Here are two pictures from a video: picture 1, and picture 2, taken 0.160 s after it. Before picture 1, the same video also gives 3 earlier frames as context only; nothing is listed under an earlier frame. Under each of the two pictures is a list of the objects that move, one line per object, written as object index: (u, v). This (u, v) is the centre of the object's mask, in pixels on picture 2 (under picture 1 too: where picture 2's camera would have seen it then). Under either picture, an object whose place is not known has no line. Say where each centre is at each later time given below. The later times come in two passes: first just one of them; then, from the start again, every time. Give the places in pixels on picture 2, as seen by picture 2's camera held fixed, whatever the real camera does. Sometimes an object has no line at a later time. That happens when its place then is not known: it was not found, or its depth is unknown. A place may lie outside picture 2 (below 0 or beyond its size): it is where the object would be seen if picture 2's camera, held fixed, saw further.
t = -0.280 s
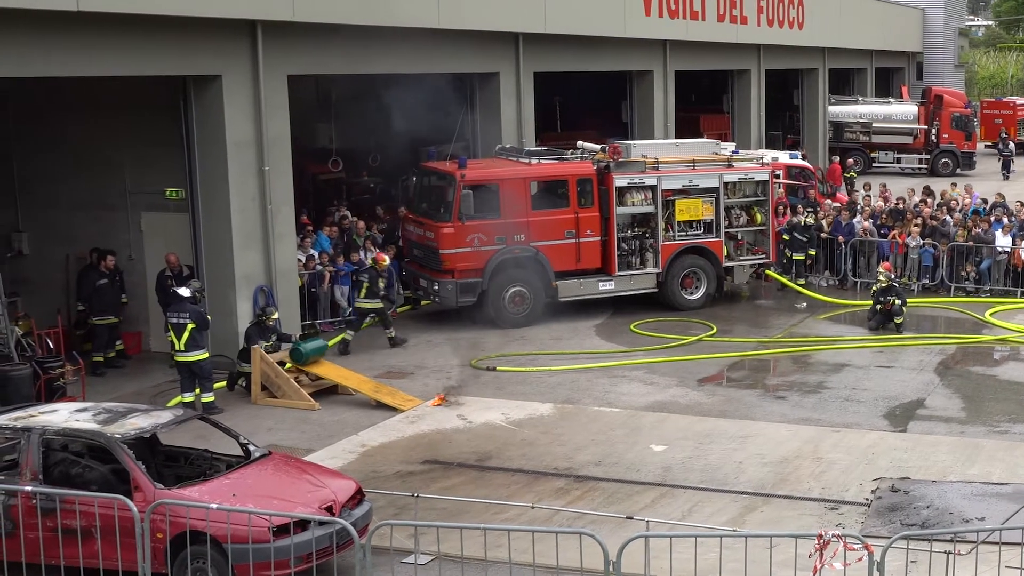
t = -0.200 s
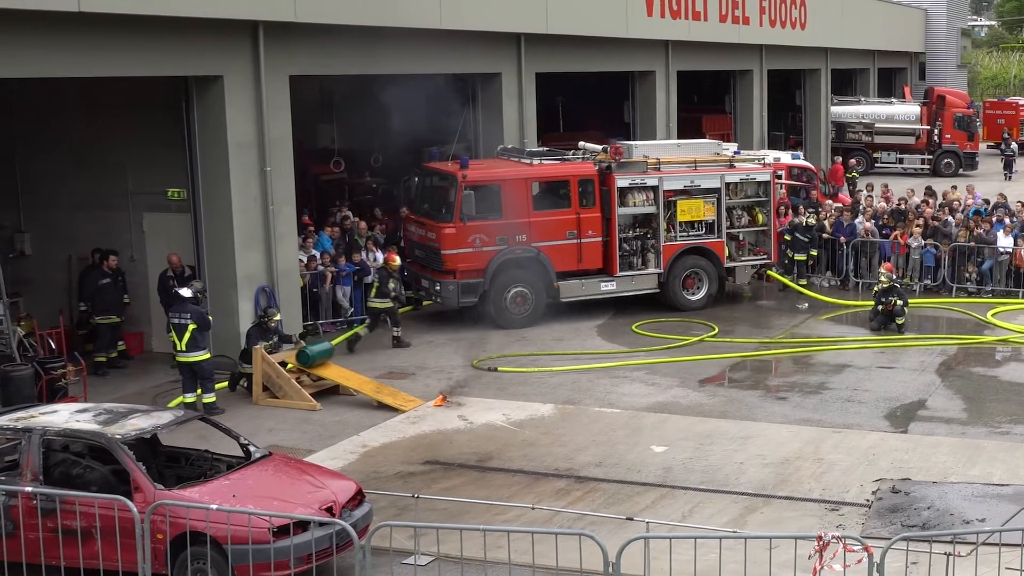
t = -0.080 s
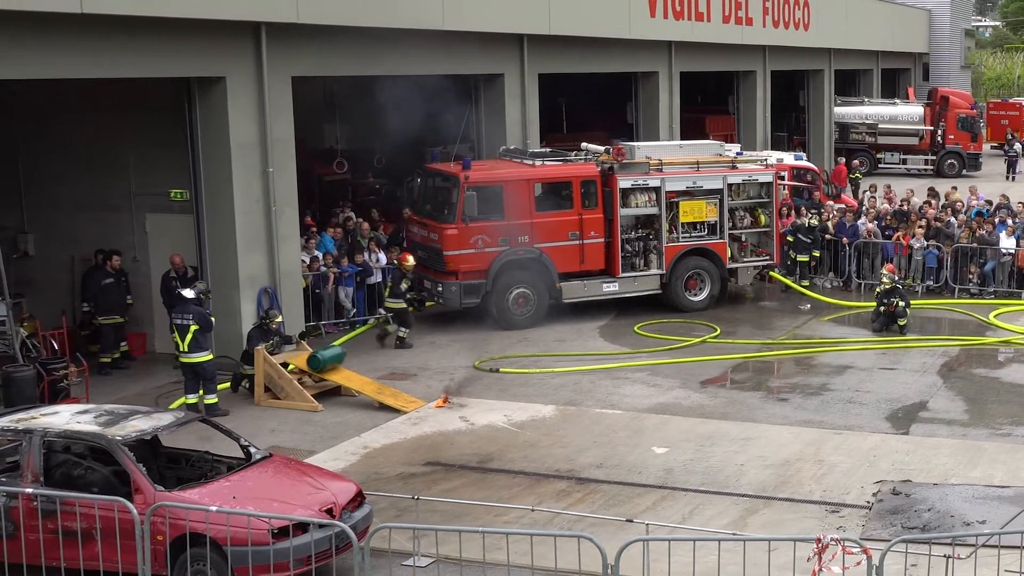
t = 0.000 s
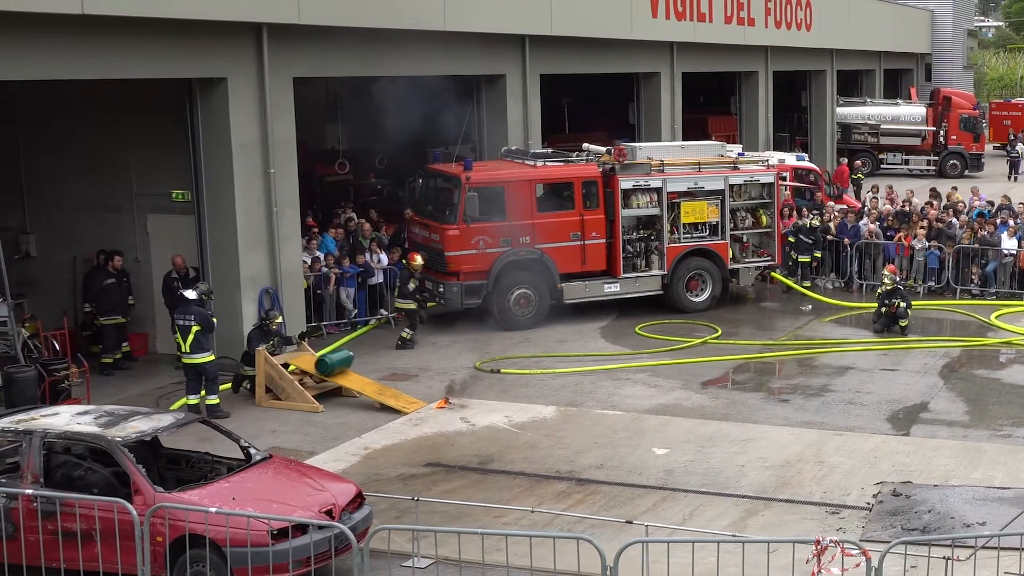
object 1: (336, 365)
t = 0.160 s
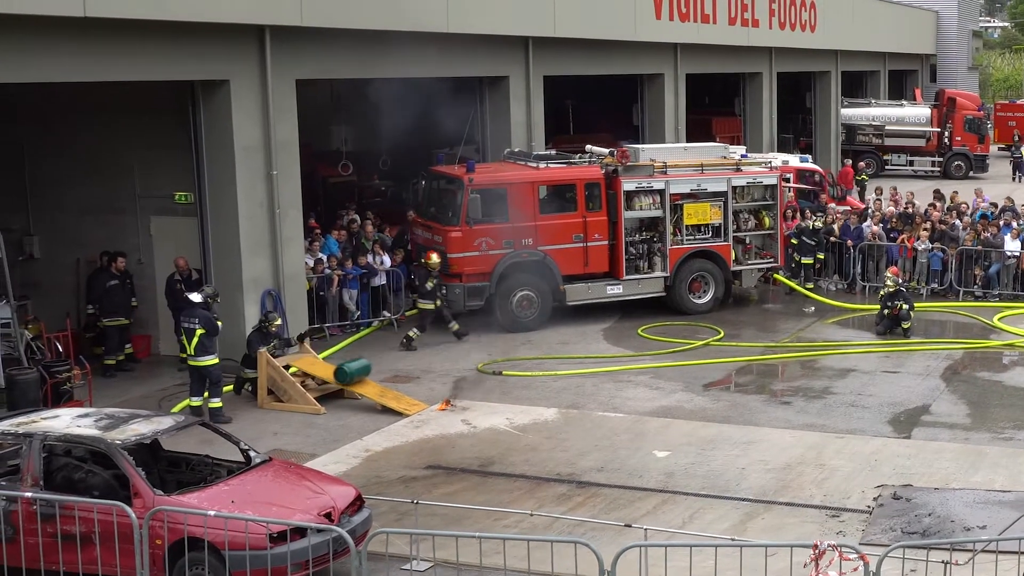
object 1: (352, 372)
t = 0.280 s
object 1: (367, 377)
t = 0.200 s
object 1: (357, 374)
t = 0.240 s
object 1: (362, 375)
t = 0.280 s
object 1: (367, 377)
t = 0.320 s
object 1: (372, 380)
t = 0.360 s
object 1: (377, 382)
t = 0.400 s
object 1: (383, 384)
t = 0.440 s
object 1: (389, 386)
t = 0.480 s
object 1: (394, 388)
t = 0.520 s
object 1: (401, 391)
